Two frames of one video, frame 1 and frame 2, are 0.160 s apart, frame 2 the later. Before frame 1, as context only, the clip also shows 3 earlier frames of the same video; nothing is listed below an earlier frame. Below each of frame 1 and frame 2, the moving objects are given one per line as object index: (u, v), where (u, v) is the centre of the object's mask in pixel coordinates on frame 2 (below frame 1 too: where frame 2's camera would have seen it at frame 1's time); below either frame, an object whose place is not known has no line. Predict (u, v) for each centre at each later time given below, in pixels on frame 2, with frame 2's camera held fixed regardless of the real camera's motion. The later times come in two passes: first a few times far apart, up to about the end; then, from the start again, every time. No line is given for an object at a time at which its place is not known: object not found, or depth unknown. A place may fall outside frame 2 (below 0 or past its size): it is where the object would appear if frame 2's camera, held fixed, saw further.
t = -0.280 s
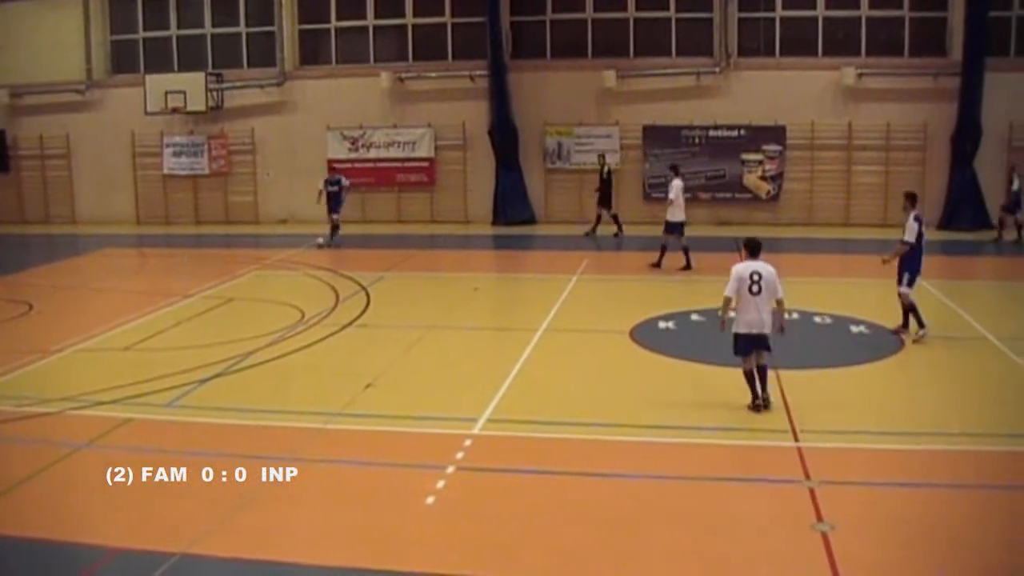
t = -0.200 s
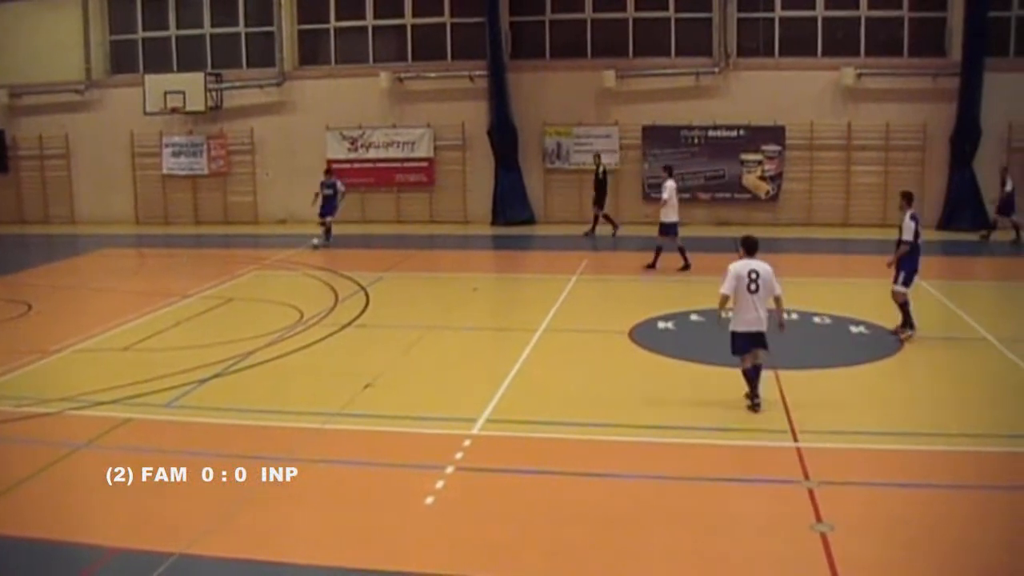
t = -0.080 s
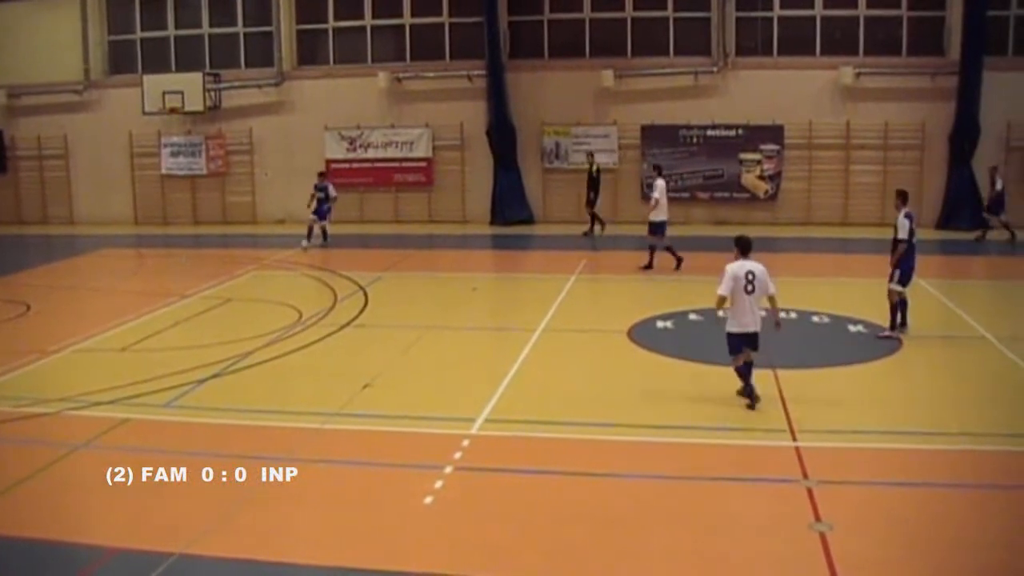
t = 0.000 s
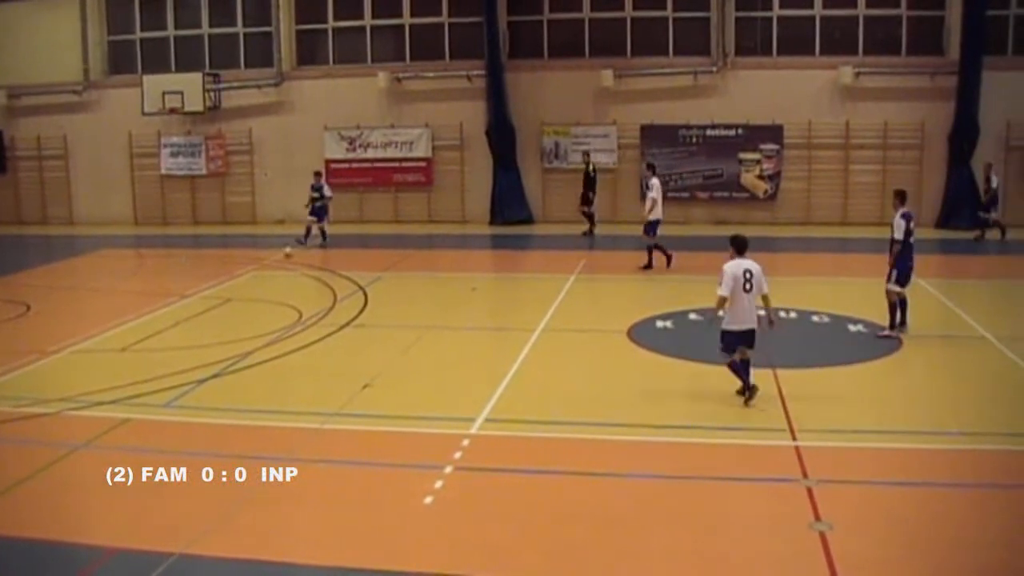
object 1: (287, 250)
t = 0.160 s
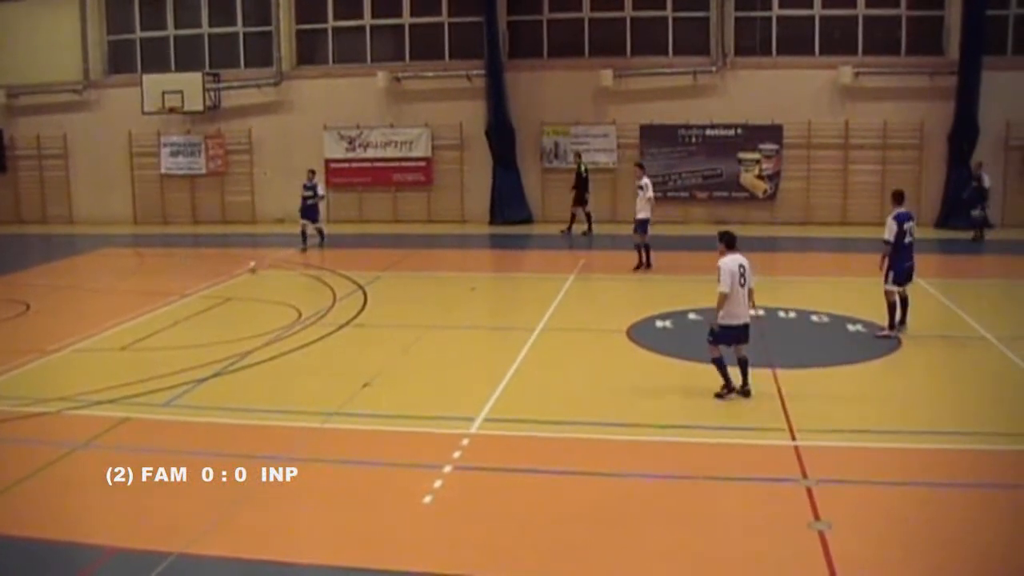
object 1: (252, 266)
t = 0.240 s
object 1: (234, 273)
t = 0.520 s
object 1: (165, 301)
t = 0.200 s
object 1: (243, 269)
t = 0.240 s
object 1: (234, 273)
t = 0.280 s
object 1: (224, 277)
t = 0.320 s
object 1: (216, 281)
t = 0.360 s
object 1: (206, 285)
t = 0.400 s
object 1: (195, 289)
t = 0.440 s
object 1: (186, 293)
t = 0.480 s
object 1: (176, 297)
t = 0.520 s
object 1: (165, 301)
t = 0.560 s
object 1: (156, 305)
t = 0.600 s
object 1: (145, 309)
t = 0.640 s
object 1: (134, 315)
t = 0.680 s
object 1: (124, 319)
